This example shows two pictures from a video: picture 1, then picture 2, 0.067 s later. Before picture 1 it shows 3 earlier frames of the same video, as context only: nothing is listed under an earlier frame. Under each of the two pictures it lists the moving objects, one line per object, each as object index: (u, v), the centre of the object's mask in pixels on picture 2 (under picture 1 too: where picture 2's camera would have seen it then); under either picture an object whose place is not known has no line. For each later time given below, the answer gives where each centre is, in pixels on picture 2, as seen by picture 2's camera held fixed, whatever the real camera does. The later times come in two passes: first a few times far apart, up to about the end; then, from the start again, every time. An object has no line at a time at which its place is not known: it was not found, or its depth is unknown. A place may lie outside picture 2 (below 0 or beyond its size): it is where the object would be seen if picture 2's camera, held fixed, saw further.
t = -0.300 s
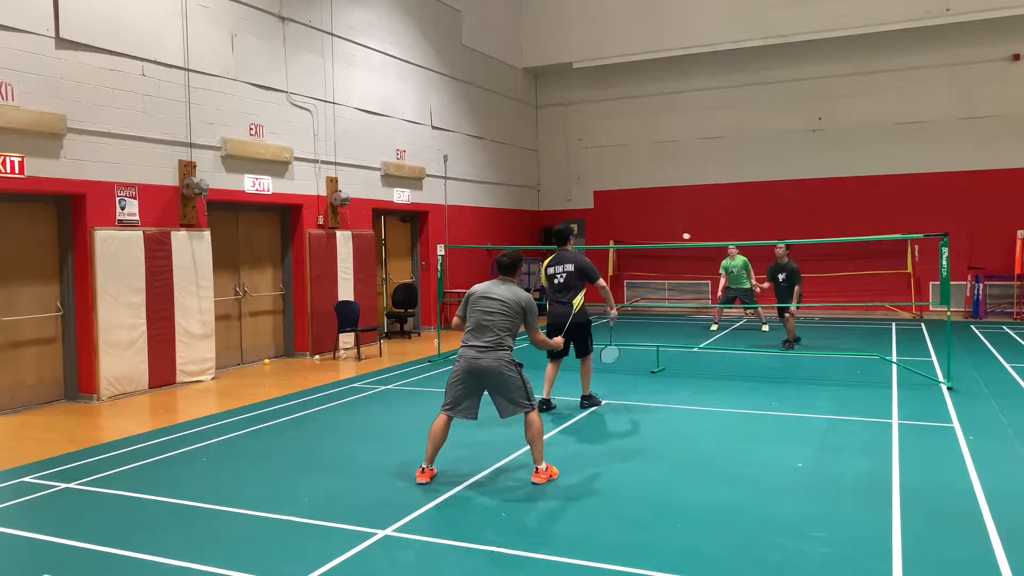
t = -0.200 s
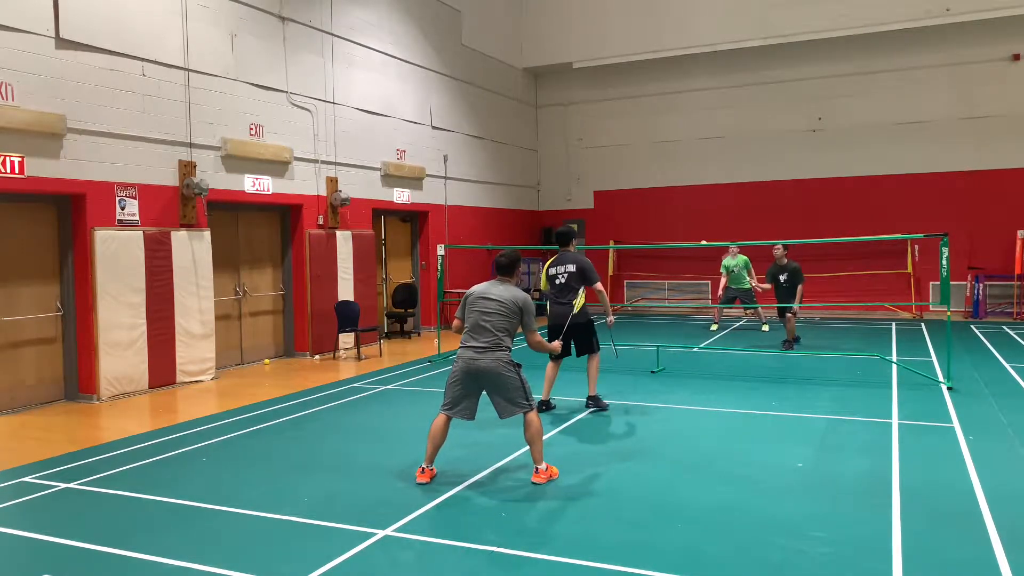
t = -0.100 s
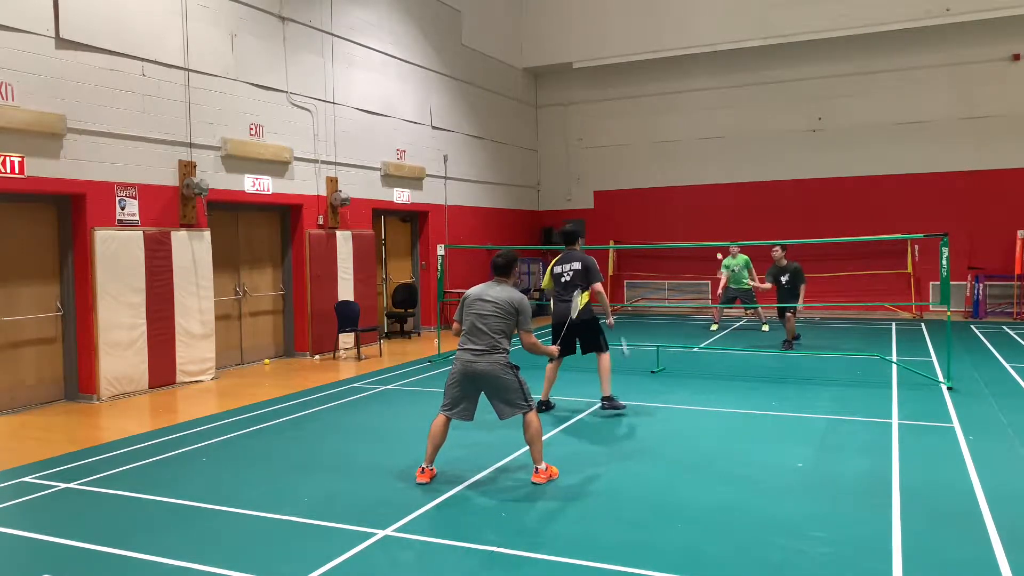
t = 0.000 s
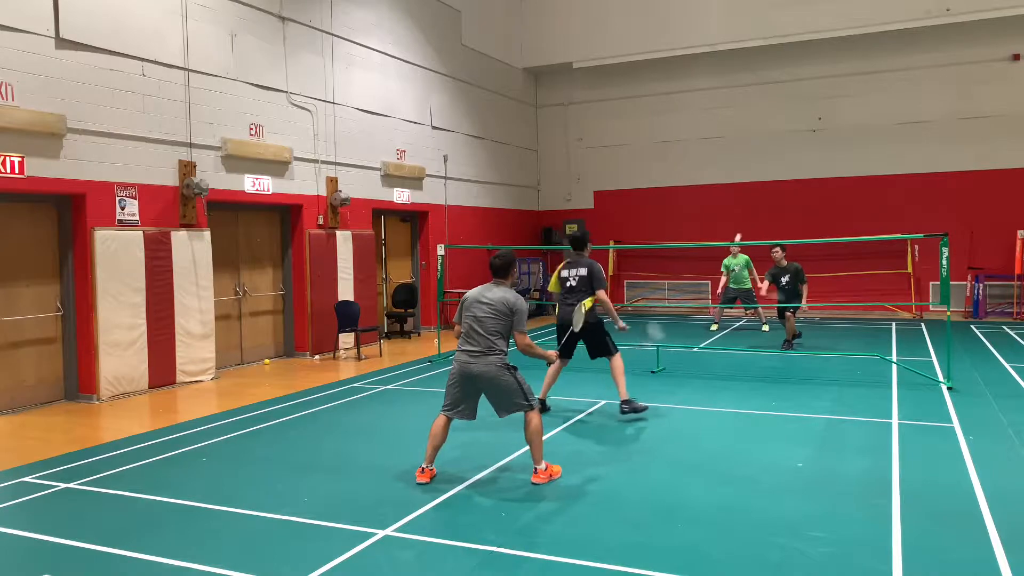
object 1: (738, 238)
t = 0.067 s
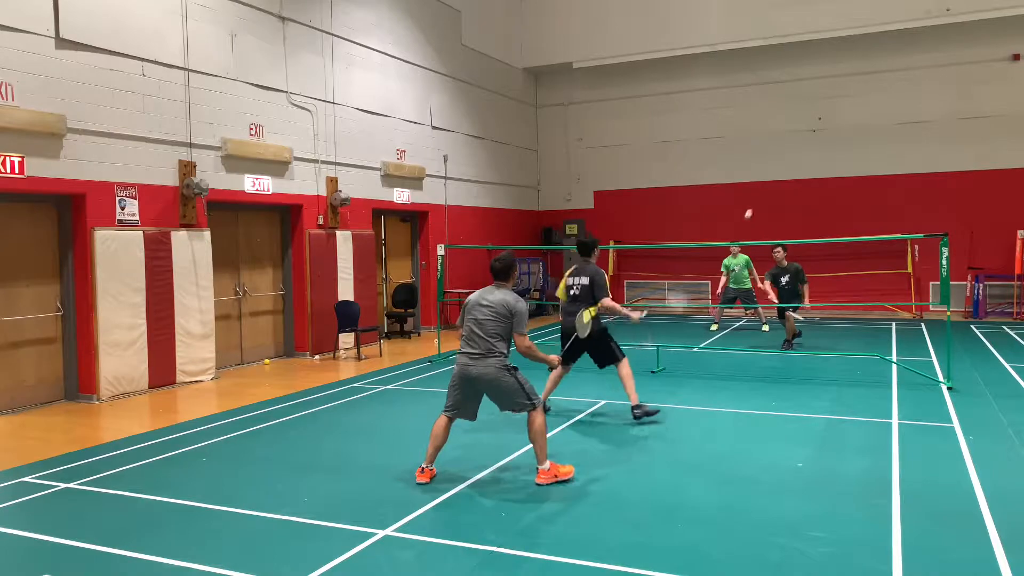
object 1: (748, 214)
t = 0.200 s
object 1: (771, 174)
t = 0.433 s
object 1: (805, 151)
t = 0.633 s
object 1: (836, 189)
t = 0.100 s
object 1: (755, 202)
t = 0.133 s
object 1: (760, 192)
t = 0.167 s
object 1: (765, 182)
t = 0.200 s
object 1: (771, 174)
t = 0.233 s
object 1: (776, 167)
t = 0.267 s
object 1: (780, 161)
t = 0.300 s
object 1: (785, 157)
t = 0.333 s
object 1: (790, 153)
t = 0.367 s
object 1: (795, 151)
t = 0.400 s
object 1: (800, 150)
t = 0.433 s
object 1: (805, 151)
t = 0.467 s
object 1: (810, 153)
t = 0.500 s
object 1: (816, 157)
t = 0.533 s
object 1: (820, 161)
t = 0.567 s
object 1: (826, 169)
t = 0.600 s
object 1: (831, 178)
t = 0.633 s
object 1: (836, 189)
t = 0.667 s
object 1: (840, 202)
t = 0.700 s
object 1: (846, 217)
